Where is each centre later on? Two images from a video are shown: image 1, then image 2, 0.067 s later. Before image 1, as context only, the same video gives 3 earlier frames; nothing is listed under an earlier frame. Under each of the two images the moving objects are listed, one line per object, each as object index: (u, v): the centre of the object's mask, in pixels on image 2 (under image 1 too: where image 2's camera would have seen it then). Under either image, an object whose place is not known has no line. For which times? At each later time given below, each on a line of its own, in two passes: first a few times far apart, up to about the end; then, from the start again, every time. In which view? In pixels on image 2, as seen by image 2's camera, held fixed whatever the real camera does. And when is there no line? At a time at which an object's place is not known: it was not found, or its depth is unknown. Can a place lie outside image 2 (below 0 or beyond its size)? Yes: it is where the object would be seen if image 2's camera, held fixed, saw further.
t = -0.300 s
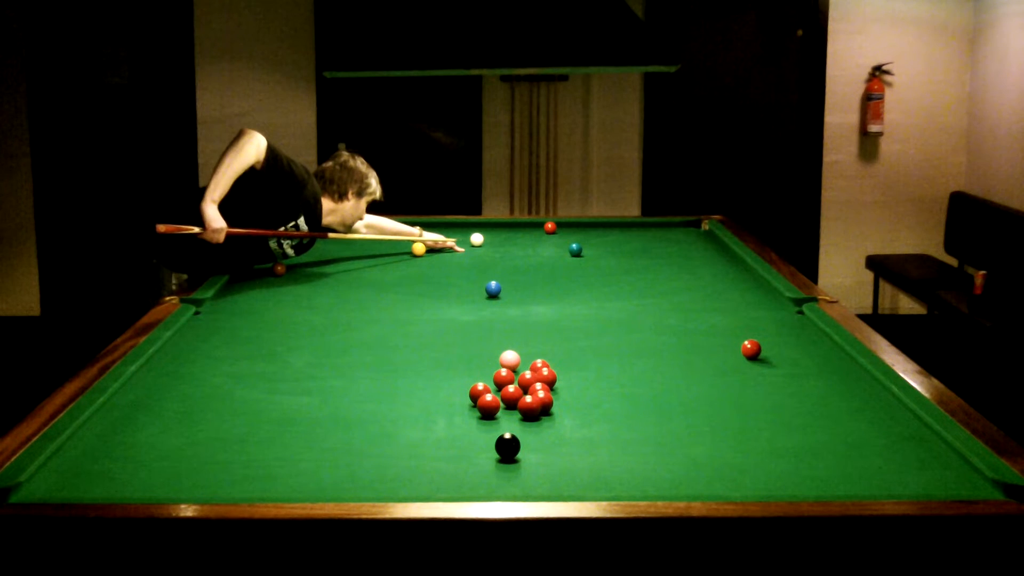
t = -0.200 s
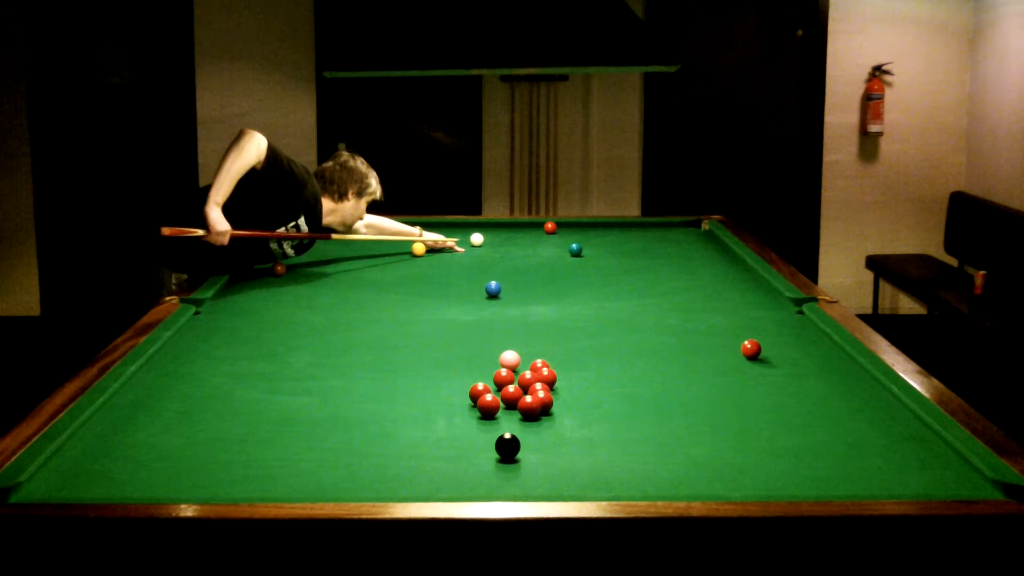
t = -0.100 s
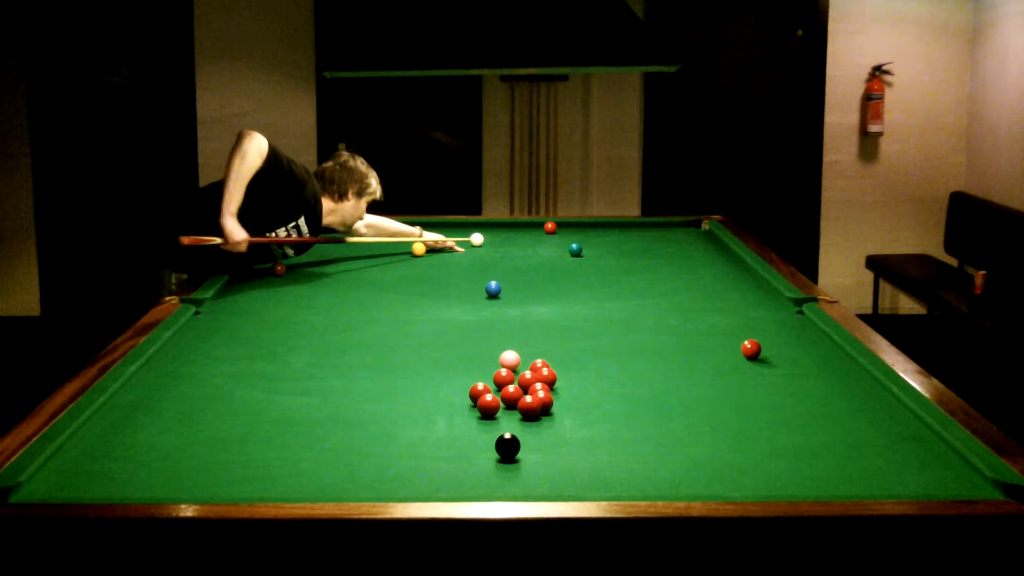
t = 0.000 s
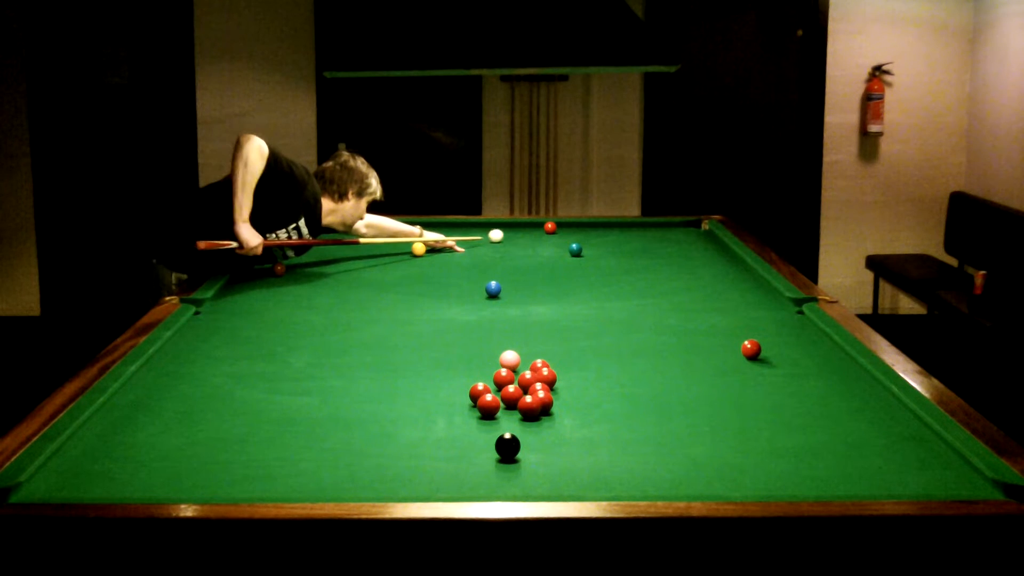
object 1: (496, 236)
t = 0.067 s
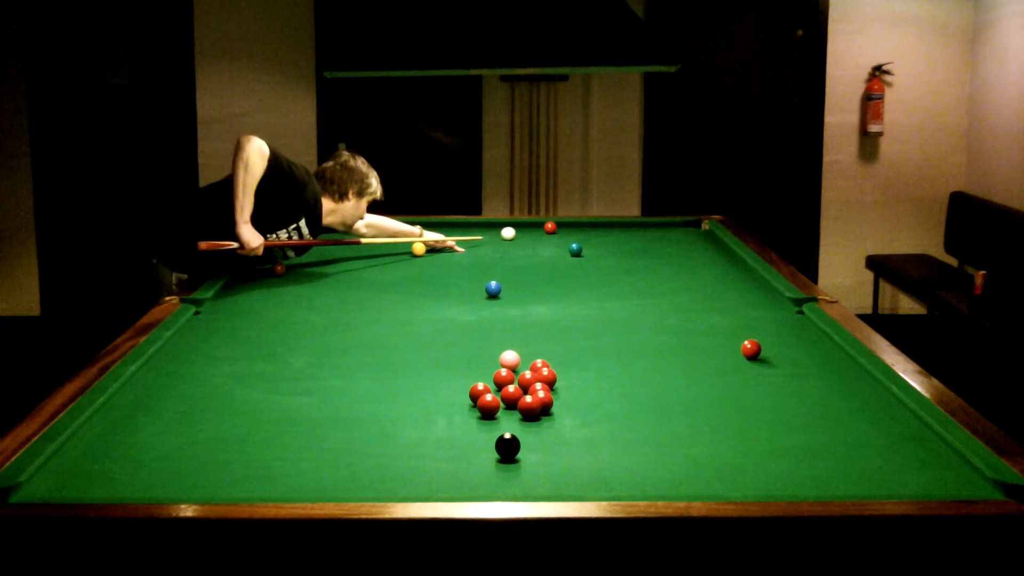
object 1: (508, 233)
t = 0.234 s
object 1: (535, 228)
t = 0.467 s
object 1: (538, 222)
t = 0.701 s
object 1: (540, 226)
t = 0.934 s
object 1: (543, 230)
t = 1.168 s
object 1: (546, 234)
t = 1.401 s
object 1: (548, 238)
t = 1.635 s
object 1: (551, 241)
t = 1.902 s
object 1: (554, 245)
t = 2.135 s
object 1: (557, 248)
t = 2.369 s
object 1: (559, 252)
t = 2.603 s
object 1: (562, 255)
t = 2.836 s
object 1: (564, 258)
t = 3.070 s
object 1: (566, 261)
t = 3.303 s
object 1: (568, 263)
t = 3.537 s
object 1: (570, 266)
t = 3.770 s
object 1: (572, 268)
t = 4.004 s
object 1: (573, 270)
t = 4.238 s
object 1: (575, 272)
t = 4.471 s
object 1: (577, 273)
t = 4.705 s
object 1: (578, 274)
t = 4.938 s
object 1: (579, 275)
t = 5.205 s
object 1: (580, 276)
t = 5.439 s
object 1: (581, 277)
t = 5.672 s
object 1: (582, 277)
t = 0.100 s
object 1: (514, 232)
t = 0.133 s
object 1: (519, 231)
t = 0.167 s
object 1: (525, 230)
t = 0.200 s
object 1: (530, 229)
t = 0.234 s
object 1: (535, 228)
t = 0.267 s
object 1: (537, 227)
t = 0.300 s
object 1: (536, 226)
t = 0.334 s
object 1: (536, 226)
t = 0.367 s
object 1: (537, 225)
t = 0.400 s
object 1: (537, 224)
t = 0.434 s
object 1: (537, 223)
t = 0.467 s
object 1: (538, 222)
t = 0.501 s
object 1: (538, 223)
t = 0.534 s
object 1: (538, 224)
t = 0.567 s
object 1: (539, 224)
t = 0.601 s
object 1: (539, 225)
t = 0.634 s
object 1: (540, 225)
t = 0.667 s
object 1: (540, 226)
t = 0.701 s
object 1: (540, 226)
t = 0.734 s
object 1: (541, 227)
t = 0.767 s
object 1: (541, 227)
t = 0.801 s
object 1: (542, 228)
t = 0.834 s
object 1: (542, 228)
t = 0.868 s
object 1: (542, 229)
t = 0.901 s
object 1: (543, 230)
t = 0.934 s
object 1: (543, 230)
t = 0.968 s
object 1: (543, 231)
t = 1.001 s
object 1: (544, 231)
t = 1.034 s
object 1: (544, 232)
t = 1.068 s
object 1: (545, 232)
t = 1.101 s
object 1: (545, 233)
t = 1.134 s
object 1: (545, 233)
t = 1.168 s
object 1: (546, 234)
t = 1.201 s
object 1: (546, 234)
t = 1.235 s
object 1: (547, 235)
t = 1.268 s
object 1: (547, 235)
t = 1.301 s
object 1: (547, 236)
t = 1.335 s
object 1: (548, 236)
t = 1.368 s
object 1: (548, 237)
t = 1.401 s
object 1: (548, 238)
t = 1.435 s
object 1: (549, 238)
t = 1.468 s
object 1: (549, 239)
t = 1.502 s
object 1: (550, 239)
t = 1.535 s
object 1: (550, 240)
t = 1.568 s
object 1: (550, 240)
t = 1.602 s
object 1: (551, 240)
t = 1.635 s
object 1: (551, 241)
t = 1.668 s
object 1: (551, 242)
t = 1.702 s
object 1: (552, 242)
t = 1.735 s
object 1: (552, 243)
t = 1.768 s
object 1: (553, 243)
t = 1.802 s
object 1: (553, 244)
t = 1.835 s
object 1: (554, 244)
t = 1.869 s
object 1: (554, 245)
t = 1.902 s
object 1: (554, 245)
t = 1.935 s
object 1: (555, 246)
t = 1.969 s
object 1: (555, 246)
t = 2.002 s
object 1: (556, 247)
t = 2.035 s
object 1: (556, 247)
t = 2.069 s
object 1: (556, 248)
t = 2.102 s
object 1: (557, 248)
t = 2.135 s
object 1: (557, 248)
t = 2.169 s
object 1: (557, 249)
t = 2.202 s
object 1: (558, 249)
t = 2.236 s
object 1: (558, 250)
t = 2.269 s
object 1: (558, 250)
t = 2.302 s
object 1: (559, 251)
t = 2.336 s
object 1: (559, 251)
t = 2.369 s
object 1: (559, 252)
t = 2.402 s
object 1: (560, 252)
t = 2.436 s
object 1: (560, 253)
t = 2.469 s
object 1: (560, 253)
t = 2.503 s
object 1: (561, 253)
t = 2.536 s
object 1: (561, 254)
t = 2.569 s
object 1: (561, 255)
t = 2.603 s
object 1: (562, 255)
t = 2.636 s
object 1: (562, 255)
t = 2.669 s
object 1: (562, 256)
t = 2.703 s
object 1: (563, 256)
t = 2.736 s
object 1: (563, 257)
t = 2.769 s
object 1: (563, 257)
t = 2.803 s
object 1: (563, 257)
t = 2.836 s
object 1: (564, 258)
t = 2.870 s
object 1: (564, 258)
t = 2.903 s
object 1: (564, 259)
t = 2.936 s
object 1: (565, 259)
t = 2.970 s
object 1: (565, 260)
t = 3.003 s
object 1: (565, 260)
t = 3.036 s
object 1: (566, 260)
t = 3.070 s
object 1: (566, 261)
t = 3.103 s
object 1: (566, 261)
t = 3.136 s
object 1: (567, 261)
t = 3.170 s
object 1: (567, 262)
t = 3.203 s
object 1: (567, 262)
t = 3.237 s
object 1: (568, 262)
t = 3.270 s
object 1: (568, 263)
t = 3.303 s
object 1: (568, 263)
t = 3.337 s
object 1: (568, 264)
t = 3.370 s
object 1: (569, 264)
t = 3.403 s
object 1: (569, 264)
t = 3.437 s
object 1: (569, 265)
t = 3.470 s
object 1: (569, 265)
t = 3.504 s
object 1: (570, 265)
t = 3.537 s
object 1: (570, 266)
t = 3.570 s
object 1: (570, 266)
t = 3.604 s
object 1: (570, 266)
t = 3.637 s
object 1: (570, 267)
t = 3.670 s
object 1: (571, 267)
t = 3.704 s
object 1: (571, 267)
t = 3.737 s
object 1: (571, 268)
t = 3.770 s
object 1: (572, 268)
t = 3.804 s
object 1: (572, 268)
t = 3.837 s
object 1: (572, 269)
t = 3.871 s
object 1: (572, 269)
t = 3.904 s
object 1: (573, 269)
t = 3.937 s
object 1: (573, 269)
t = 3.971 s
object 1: (573, 270)
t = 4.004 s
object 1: (573, 270)
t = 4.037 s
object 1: (574, 270)
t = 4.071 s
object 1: (574, 270)
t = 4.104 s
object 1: (574, 271)
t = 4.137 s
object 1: (574, 271)
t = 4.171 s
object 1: (575, 271)
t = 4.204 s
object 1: (575, 271)
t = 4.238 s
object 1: (575, 272)
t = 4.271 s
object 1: (576, 272)
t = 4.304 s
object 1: (576, 272)
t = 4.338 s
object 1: (576, 272)
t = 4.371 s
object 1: (576, 272)
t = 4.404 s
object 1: (577, 273)
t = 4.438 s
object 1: (577, 273)
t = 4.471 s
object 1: (577, 273)
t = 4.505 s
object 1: (577, 273)
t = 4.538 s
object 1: (577, 274)
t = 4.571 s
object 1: (578, 274)
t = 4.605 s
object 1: (578, 274)
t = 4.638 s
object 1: (578, 274)
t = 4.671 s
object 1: (578, 274)
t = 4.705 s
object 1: (578, 274)
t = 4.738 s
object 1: (578, 274)
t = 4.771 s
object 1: (579, 275)
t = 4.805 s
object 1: (579, 275)
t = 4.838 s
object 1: (579, 275)
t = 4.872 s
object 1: (579, 275)
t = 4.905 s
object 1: (579, 275)
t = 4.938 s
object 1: (579, 275)
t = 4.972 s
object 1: (579, 276)
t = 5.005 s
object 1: (579, 276)
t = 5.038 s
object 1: (580, 276)
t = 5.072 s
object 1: (580, 276)
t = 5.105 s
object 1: (580, 276)
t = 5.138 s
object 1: (580, 276)
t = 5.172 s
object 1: (580, 276)
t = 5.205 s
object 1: (580, 276)
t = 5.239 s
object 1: (580, 276)
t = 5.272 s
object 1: (581, 277)
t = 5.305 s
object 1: (581, 277)
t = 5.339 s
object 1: (581, 277)
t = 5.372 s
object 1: (581, 277)
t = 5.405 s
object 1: (581, 277)
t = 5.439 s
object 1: (581, 277)
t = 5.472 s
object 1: (581, 277)
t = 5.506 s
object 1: (582, 277)
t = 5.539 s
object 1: (582, 277)
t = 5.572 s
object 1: (582, 277)
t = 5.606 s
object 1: (582, 277)
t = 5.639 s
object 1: (582, 277)
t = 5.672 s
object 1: (582, 277)
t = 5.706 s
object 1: (582, 277)
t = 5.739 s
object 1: (582, 277)
